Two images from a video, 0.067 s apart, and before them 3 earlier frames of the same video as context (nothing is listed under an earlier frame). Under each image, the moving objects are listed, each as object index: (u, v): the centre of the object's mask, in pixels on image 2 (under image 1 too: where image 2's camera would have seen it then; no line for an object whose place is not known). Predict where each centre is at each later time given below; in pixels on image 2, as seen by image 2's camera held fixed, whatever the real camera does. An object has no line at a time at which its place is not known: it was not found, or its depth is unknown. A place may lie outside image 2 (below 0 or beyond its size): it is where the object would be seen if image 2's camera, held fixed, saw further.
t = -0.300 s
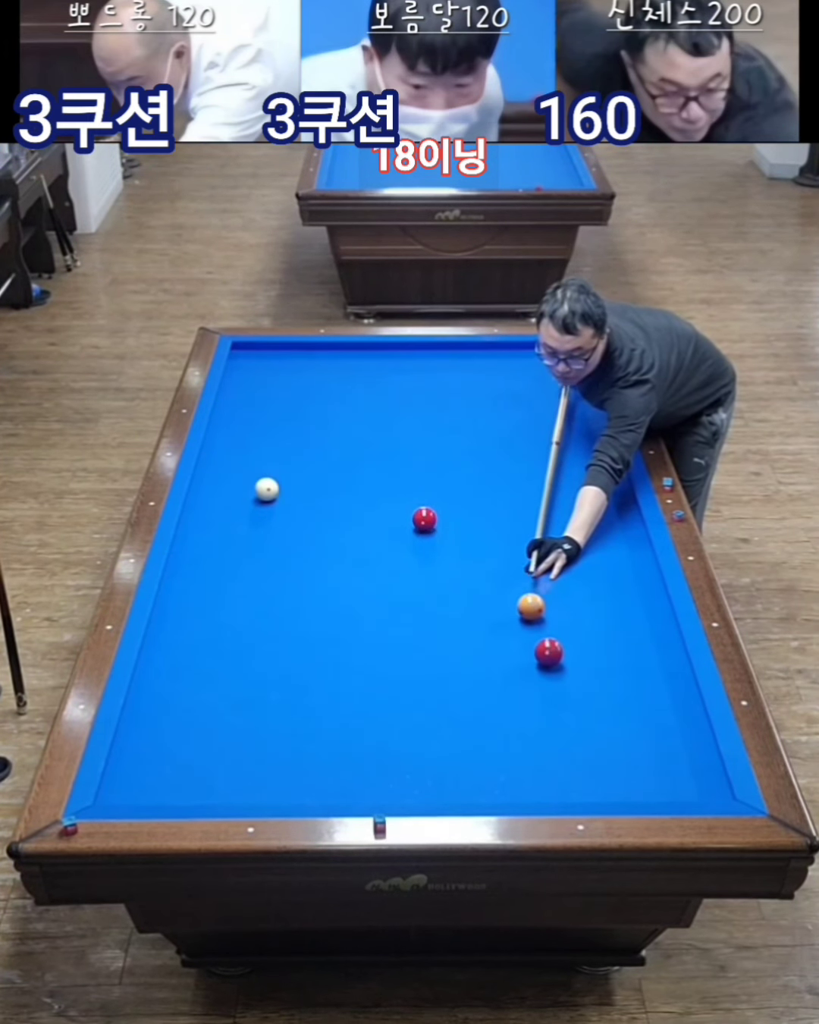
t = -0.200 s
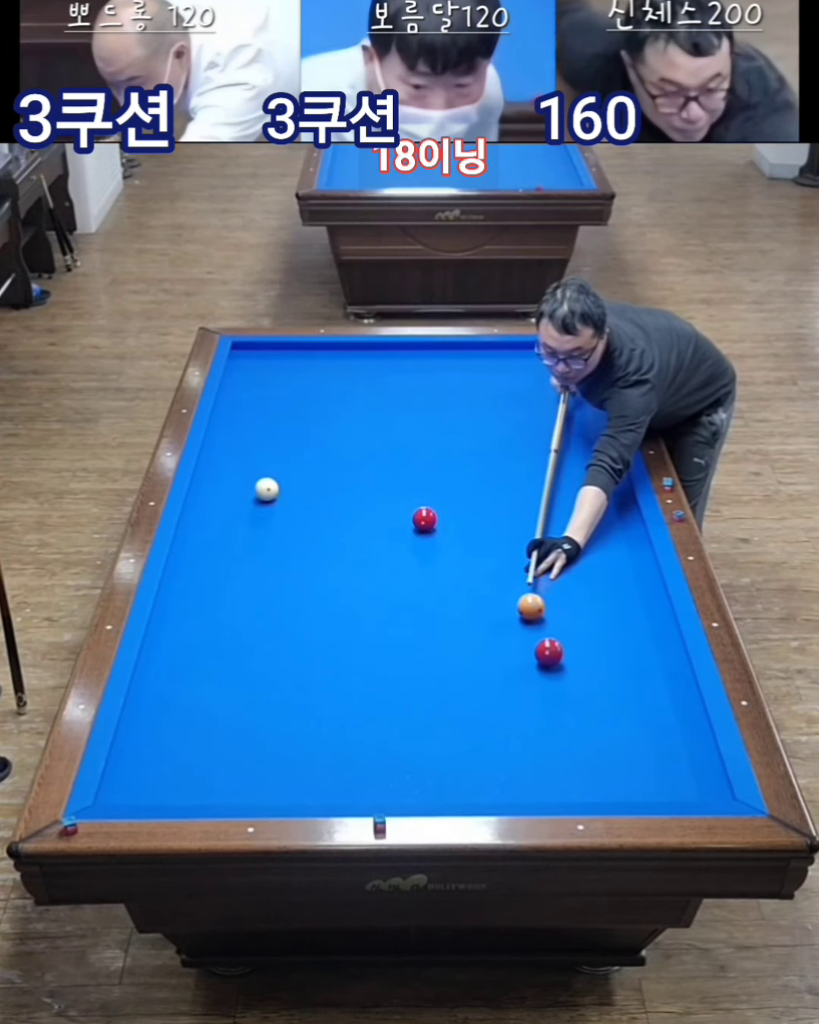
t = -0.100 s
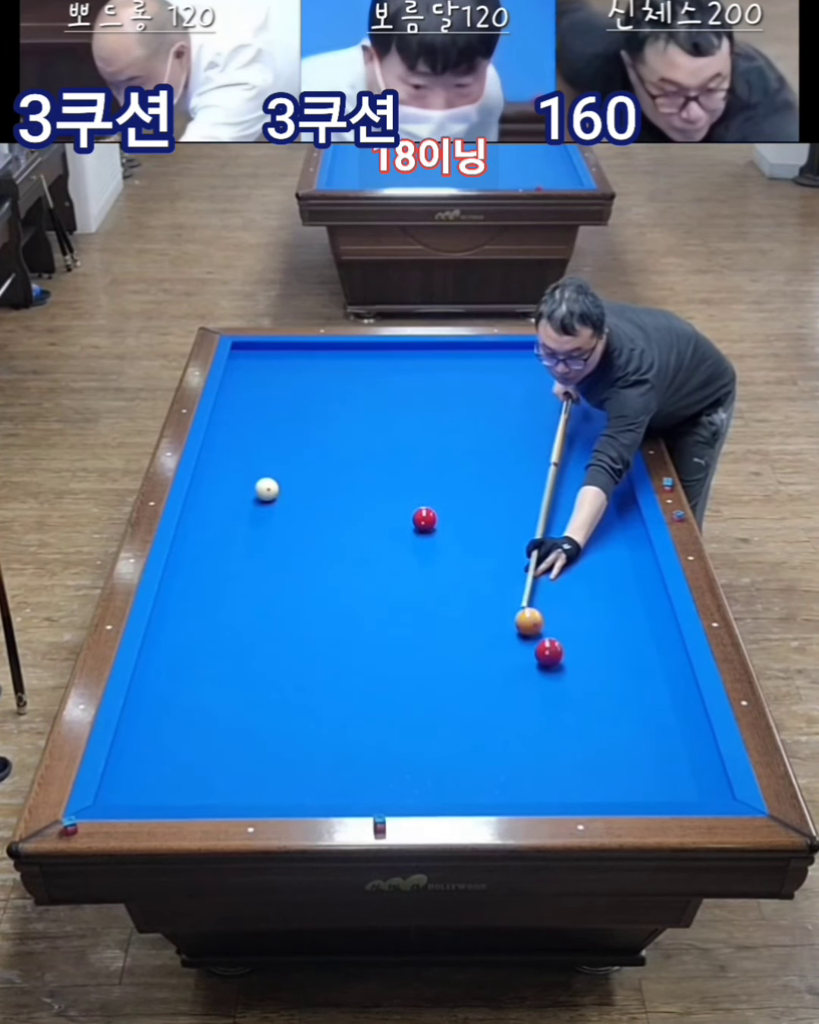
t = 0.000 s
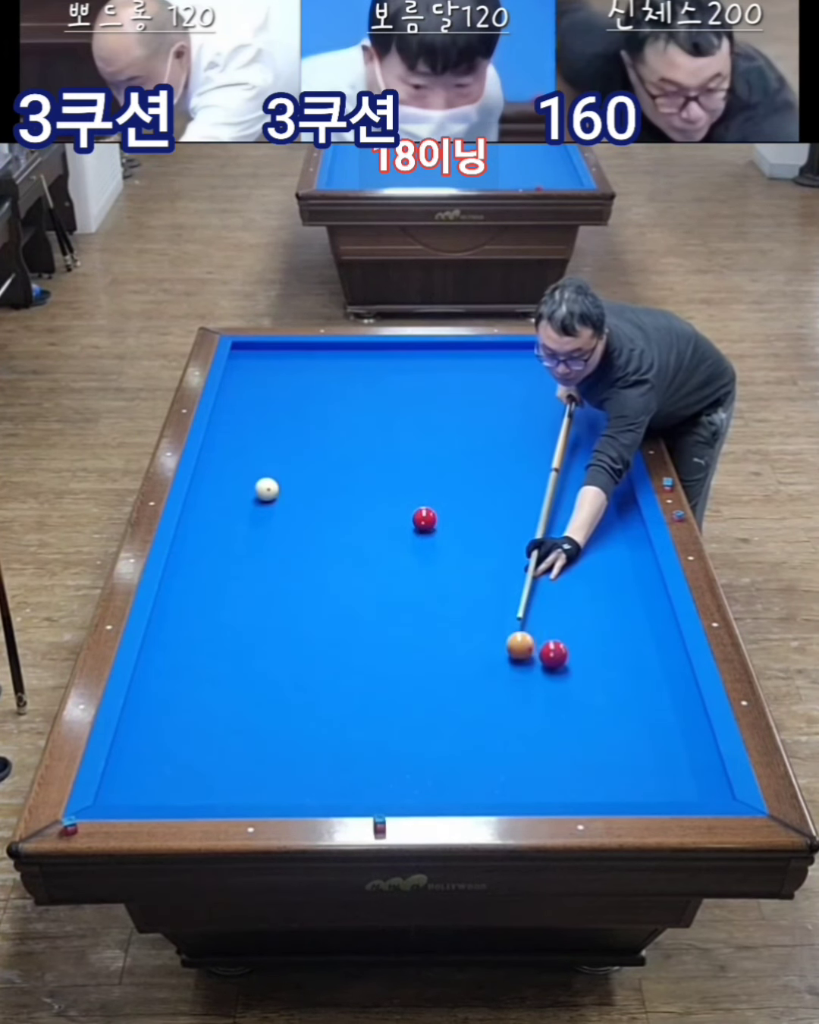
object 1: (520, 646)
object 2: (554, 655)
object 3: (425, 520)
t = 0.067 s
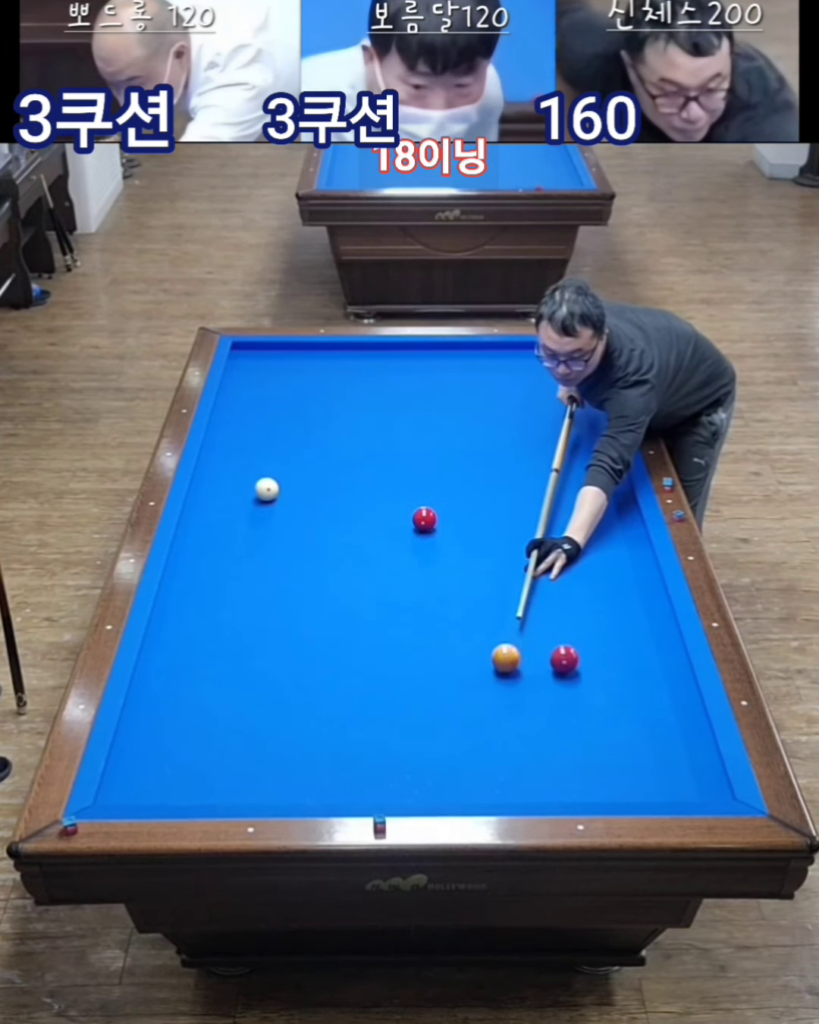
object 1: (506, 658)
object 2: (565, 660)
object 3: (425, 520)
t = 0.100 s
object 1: (499, 665)
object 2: (569, 662)
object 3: (425, 520)
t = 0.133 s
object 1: (492, 672)
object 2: (574, 664)
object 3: (425, 520)
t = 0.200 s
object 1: (478, 685)
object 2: (582, 668)
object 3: (425, 520)
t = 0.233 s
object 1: (471, 692)
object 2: (586, 670)
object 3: (425, 520)
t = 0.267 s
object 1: (463, 699)
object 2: (591, 672)
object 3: (424, 520)
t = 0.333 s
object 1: (449, 713)
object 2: (600, 676)
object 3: (424, 520)
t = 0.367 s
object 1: (441, 721)
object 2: (604, 678)
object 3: (425, 520)
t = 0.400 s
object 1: (433, 728)
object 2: (608, 680)
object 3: (425, 520)
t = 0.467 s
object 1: (417, 743)
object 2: (617, 684)
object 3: (425, 520)
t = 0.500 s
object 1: (410, 751)
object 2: (622, 686)
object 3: (425, 520)
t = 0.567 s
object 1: (393, 766)
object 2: (630, 690)
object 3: (424, 520)
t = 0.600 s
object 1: (385, 774)
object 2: (635, 692)
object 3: (425, 520)
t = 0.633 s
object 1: (376, 782)
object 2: (639, 694)
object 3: (424, 520)
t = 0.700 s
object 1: (359, 791)
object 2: (648, 698)
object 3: (424, 520)
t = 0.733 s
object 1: (350, 788)
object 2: (652, 700)
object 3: (424, 520)
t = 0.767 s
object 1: (341, 784)
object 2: (657, 703)
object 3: (424, 520)
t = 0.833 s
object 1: (324, 775)
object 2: (666, 706)
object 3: (424, 520)
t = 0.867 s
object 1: (315, 771)
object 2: (670, 708)
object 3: (424, 520)
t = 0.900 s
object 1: (307, 767)
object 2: (674, 710)
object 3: (424, 520)
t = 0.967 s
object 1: (290, 759)
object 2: (683, 714)
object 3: (425, 520)
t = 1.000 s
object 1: (282, 755)
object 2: (688, 716)
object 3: (425, 520)
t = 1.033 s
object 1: (274, 751)
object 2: (692, 718)
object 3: (424, 520)
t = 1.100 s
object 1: (258, 743)
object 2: (691, 721)
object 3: (425, 520)
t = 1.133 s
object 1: (250, 740)
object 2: (690, 722)
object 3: (425, 520)
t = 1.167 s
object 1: (242, 736)
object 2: (688, 724)
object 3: (425, 520)
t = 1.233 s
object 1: (227, 728)
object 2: (685, 727)
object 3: (425, 520)
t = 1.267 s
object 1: (219, 725)
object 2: (684, 728)
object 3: (425, 520)
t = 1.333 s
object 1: (204, 718)
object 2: (681, 730)
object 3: (425, 520)
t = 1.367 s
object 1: (197, 714)
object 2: (679, 732)
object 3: (425, 520)
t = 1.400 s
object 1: (190, 711)
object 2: (678, 733)
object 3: (425, 520)
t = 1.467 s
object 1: (175, 704)
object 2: (675, 735)
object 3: (425, 520)
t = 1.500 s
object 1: (168, 700)
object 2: (674, 737)
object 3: (425, 520)
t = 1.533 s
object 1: (161, 697)
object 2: (672, 738)
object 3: (425, 520)
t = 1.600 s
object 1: (148, 690)
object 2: (670, 741)
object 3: (425, 520)
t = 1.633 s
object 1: (146, 687)
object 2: (668, 742)
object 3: (425, 520)
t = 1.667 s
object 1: (153, 683)
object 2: (666, 743)
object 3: (425, 520)
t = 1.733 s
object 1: (163, 676)
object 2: (664, 746)
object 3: (424, 520)
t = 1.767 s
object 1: (168, 673)
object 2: (662, 747)
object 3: (424, 520)
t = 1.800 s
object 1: (173, 669)
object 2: (661, 748)
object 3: (424, 520)
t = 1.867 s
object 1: (183, 662)
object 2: (658, 750)
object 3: (424, 520)
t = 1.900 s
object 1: (188, 659)
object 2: (657, 752)
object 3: (424, 520)
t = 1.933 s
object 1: (193, 656)
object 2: (656, 753)
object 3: (424, 520)
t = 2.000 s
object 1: (203, 649)
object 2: (653, 755)
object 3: (424, 520)
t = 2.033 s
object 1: (208, 647)
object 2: (651, 756)
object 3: (424, 520)
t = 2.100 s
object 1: (217, 640)
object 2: (649, 759)
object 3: (424, 520)
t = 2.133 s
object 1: (221, 637)
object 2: (648, 760)
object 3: (424, 520)
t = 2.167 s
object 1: (226, 634)
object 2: (646, 761)
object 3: (424, 520)
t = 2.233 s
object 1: (235, 628)
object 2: (644, 763)
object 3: (424, 520)
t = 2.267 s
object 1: (240, 625)
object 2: (642, 764)
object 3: (424, 520)
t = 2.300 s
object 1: (244, 622)
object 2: (641, 765)
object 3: (424, 520)
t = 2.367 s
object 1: (253, 617)
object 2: (638, 767)
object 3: (424, 520)
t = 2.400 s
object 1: (257, 614)
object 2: (637, 768)
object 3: (424, 520)
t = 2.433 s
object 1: (261, 611)
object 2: (636, 769)
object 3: (424, 520)
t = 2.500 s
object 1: (269, 606)
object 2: (633, 771)
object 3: (424, 520)
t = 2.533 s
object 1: (273, 603)
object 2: (632, 772)
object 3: (424, 520)
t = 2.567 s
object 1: (277, 600)
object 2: (631, 773)
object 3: (424, 520)
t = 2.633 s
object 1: (285, 595)
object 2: (629, 775)
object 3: (424, 520)
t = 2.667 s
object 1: (289, 592)
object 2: (628, 776)
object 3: (424, 520)
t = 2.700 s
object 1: (293, 590)
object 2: (626, 777)
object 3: (424, 520)
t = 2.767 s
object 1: (301, 585)
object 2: (624, 779)
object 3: (424, 520)
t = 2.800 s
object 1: (304, 582)
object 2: (623, 780)
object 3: (424, 520)
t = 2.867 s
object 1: (312, 577)
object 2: (621, 781)
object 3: (424, 520)
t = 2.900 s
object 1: (316, 575)
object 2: (620, 782)
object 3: (424, 520)
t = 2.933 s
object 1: (319, 572)
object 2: (618, 783)
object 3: (424, 520)
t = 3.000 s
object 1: (326, 568)
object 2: (616, 785)
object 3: (424, 520)
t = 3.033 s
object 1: (330, 565)
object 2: (615, 785)
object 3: (424, 520)
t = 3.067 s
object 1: (333, 563)
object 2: (614, 786)
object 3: (424, 520)
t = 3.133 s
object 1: (340, 558)
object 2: (612, 787)
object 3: (424, 520)
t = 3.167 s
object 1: (344, 556)
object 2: (611, 787)
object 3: (424, 520)
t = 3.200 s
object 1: (347, 554)
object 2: (610, 788)
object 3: (424, 520)
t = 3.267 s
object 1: (353, 549)
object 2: (608, 789)
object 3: (424, 520)
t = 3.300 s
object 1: (357, 547)
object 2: (607, 789)
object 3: (424, 520)
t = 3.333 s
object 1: (360, 545)
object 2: (606, 790)
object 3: (424, 520)
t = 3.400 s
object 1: (366, 541)
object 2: (604, 790)
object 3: (424, 520)
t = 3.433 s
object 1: (369, 539)
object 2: (603, 790)
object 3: (424, 520)
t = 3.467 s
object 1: (373, 537)
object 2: (602, 790)
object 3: (424, 520)
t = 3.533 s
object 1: (379, 532)
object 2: (600, 789)
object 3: (424, 520)
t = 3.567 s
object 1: (382, 530)
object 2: (600, 789)
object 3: (424, 520)
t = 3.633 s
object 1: (388, 526)
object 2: (598, 789)
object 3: (425, 520)
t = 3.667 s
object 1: (390, 524)
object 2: (597, 788)
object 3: (425, 520)
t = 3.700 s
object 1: (393, 522)
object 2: (597, 788)
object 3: (425, 520)
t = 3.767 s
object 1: (399, 518)
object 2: (595, 788)
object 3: (425, 520)
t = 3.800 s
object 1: (401, 516)
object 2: (595, 788)
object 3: (425, 520)
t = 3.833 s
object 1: (402, 514)
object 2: (594, 788)
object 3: (426, 520)
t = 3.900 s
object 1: (405, 510)
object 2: (593, 787)
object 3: (429, 520)
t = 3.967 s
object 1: (408, 506)
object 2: (592, 787)
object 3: (431, 520)
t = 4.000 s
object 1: (409, 504)
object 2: (591, 787)
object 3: (433, 520)
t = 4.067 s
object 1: (412, 501)
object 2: (590, 787)
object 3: (435, 520)
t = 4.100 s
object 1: (413, 499)
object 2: (589, 787)
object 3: (436, 520)
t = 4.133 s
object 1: (415, 497)
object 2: (589, 787)
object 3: (437, 520)
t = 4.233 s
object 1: (419, 492)
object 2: (587, 786)
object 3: (441, 520)
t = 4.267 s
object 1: (420, 490)
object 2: (587, 786)
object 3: (442, 520)
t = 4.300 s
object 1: (421, 488)
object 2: (587, 786)
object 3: (443, 520)
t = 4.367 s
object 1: (424, 485)
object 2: (586, 786)
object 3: (445, 520)
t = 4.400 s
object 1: (425, 483)
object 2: (585, 786)
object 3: (446, 520)
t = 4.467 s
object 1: (427, 480)
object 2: (585, 785)
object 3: (448, 520)
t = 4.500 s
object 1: (428, 479)
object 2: (584, 786)
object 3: (448, 521)
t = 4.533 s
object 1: (430, 477)
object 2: (584, 786)
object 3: (449, 521)
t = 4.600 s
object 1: (432, 474)
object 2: (583, 785)
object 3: (451, 521)
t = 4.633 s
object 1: (433, 473)
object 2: (583, 785)
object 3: (452, 521)
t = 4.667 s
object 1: (434, 471)
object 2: (583, 785)
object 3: (453, 521)
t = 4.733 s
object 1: (436, 467)
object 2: (582, 785)
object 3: (455, 521)
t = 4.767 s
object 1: (437, 466)
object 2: (583, 785)
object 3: (455, 521)
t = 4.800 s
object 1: (438, 464)
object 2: (582, 785)
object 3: (456, 521)
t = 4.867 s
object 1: (441, 461)
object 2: (583, 785)
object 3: (458, 521)
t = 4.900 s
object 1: (442, 460)
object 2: (583, 785)
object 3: (459, 521)
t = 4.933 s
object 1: (443, 459)
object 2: (583, 785)
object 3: (459, 521)
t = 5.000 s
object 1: (445, 456)
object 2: (583, 785)
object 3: (461, 521)
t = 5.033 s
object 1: (446, 454)
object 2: (583, 785)
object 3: (461, 521)
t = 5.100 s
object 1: (448, 452)
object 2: (583, 785)
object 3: (462, 521)
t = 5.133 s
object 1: (449, 450)
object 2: (583, 785)
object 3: (463, 521)
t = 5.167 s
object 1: (450, 448)
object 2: (583, 785)
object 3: (464, 521)
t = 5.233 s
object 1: (452, 446)
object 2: (583, 785)
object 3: (465, 521)
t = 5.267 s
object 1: (453, 445)
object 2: (583, 785)
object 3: (465, 521)
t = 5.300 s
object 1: (454, 443)
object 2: (583, 785)
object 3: (466, 521)
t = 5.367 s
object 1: (456, 441)
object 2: (583, 785)
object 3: (467, 521)
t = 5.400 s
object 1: (457, 439)
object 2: (583, 785)
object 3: (468, 520)
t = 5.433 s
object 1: (458, 438)
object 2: (583, 785)
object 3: (468, 520)
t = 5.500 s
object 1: (460, 436)
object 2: (583, 785)
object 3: (469, 520)
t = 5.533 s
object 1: (461, 434)
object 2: (583, 785)
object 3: (469, 520)
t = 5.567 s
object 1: (462, 433)
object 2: (583, 785)
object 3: (469, 520)
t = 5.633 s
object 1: (463, 431)
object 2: (583, 785)
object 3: (470, 520)
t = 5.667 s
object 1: (464, 430)
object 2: (583, 785)
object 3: (470, 520)
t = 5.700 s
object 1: (465, 428)
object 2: (583, 785)
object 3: (470, 520)
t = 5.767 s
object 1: (467, 426)
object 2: (583, 785)
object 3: (471, 520)
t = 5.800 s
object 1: (468, 425)
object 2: (583, 785)
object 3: (471, 520)
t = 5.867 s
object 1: (469, 423)
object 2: (583, 785)
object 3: (472, 520)
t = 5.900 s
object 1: (470, 422)
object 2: (583, 785)
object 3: (472, 520)
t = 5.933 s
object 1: (471, 421)
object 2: (583, 785)
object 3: (472, 520)
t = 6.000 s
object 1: (472, 418)
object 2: (583, 785)
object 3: (472, 520)
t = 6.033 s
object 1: (473, 417)
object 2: (583, 785)
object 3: (472, 520)
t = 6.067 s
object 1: (474, 416)
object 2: (583, 785)
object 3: (473, 520)
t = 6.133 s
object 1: (476, 414)
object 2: (583, 785)
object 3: (473, 520)
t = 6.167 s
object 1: (477, 413)
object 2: (583, 785)
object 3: (473, 520)
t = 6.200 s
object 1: (477, 412)
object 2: (583, 785)
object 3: (473, 520)
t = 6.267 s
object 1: (479, 410)
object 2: (583, 785)
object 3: (473, 520)
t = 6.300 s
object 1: (480, 409)
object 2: (583, 785)
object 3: (473, 520)
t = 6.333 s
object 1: (480, 408)
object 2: (583, 785)
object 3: (473, 520)
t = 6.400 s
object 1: (482, 406)
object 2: (583, 785)
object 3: (473, 520)
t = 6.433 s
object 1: (483, 405)
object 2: (583, 785)
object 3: (473, 520)
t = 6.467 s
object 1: (483, 404)
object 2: (583, 785)
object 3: (473, 520)
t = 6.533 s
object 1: (485, 402)
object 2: (583, 785)
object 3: (473, 520)
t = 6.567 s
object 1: (486, 401)
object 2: (583, 785)
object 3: (473, 520)
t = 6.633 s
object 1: (487, 400)
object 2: (583, 785)
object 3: (473, 520)
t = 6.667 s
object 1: (487, 398)
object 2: (583, 785)
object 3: (473, 520)
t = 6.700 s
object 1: (488, 397)
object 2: (583, 785)
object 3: (473, 520)
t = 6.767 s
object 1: (490, 396)
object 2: (583, 785)
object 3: (473, 520)
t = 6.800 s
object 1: (490, 395)
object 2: (583, 785)
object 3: (473, 520)
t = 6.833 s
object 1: (491, 394)
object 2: (583, 785)
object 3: (473, 520)
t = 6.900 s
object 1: (492, 392)
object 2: (583, 785)
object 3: (473, 520)
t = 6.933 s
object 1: (493, 391)
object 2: (583, 785)
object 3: (473, 520)
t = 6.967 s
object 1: (493, 391)
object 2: (583, 785)
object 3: (473, 520)
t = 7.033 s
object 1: (495, 389)
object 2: (583, 785)
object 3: (473, 520)
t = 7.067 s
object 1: (495, 388)
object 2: (583, 785)
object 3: (473, 520)
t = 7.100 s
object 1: (496, 388)
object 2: (583, 785)
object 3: (473, 520)
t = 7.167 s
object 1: (497, 386)
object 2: (583, 785)
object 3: (473, 520)
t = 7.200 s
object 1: (498, 385)
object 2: (583, 785)
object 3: (473, 520)
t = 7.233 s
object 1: (498, 384)
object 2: (583, 785)
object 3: (473, 520)
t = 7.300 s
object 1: (499, 383)
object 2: (583, 785)
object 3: (473, 520)
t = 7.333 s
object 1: (500, 382)
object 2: (583, 785)
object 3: (473, 520)
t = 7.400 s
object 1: (501, 381)
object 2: (583, 785)
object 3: (473, 520)
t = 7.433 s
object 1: (502, 380)
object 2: (583, 785)
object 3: (473, 520)
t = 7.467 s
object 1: (502, 379)
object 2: (583, 785)
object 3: (473, 520)
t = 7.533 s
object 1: (503, 378)
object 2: (583, 785)
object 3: (473, 520)
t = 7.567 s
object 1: (504, 377)
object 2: (583, 785)
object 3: (473, 520)
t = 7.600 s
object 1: (504, 376)
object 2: (583, 785)
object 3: (473, 520)
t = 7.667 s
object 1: (505, 375)
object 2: (583, 785)
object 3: (473, 520)
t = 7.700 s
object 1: (506, 374)
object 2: (583, 785)
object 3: (473, 520)
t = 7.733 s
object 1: (506, 373)
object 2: (583, 785)
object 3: (473, 520)
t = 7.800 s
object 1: (507, 372)
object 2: (583, 785)
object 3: (473, 520)
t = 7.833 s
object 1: (507, 372)
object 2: (583, 785)
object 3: (473, 520)
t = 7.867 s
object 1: (508, 371)
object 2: (583, 785)
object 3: (473, 520)
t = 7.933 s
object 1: (509, 370)
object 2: (583, 785)
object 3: (473, 520)
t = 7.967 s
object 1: (509, 369)
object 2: (583, 785)
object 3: (473, 520)
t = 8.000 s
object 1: (509, 369)
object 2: (583, 785)
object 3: (473, 520)
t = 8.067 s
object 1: (511, 366)
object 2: (583, 785)
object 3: (473, 520)
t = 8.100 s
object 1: (513, 364)
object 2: (583, 785)
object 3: (473, 520)
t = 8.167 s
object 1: (515, 359)
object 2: (583, 785)
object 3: (473, 520)
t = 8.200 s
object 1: (517, 357)
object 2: (583, 785)
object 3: (473, 520)
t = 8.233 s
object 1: (518, 355)
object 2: (583, 785)
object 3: (473, 520)
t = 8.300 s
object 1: (520, 352)
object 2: (583, 785)
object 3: (473, 520)
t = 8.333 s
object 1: (521, 350)
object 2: (583, 785)
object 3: (473, 520)
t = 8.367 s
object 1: (522, 349)
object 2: (583, 785)
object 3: (473, 520)
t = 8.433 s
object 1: (524, 346)
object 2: (583, 785)
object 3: (473, 520)
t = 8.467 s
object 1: (525, 347)
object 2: (583, 785)
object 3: (473, 520)
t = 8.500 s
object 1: (526, 348)
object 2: (583, 785)
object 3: (473, 520)
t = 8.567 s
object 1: (527, 349)
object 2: (583, 785)
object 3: (473, 520)
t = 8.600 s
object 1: (528, 349)
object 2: (583, 785)
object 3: (473, 520)
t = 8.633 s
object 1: (529, 350)
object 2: (583, 785)
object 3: (473, 520)
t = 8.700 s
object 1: (530, 350)
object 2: (583, 785)
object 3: (473, 520)
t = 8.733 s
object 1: (530, 350)
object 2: (583, 785)
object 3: (473, 520)
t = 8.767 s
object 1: (530, 350)
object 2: (583, 785)
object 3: (473, 520)
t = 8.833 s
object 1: (530, 350)
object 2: (583, 785)
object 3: (473, 520)
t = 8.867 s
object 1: (530, 350)
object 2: (583, 785)
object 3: (473, 520)
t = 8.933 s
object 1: (530, 350)
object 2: (583, 785)
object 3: (473, 520)
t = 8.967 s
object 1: (530, 350)
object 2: (583, 785)
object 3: (473, 520)
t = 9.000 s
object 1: (530, 350)
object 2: (583, 785)
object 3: (473, 520)
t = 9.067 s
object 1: (530, 350)
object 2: (583, 785)
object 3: (473, 520)
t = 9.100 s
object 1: (530, 350)
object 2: (583, 785)
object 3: (473, 520)
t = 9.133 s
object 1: (530, 350)
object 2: (583, 785)
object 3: (473, 520)
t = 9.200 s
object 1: (530, 350)
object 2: (583, 785)
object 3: (473, 520)
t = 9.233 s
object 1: (530, 350)
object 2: (583, 785)
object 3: (473, 520)
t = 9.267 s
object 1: (530, 350)
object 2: (583, 785)
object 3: (473, 520)
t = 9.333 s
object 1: (530, 350)
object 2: (583, 785)
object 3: (473, 520)
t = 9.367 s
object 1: (530, 351)
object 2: (583, 785)
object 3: (473, 520)
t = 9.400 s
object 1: (530, 350)
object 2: (583, 785)
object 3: (473, 520)
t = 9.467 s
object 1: (530, 350)
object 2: (583, 785)
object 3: (473, 520)
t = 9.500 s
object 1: (530, 350)
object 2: (583, 785)
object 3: (473, 520)
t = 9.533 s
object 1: (530, 350)
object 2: (583, 785)
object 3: (473, 520)
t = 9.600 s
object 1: (530, 350)
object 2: (583, 785)
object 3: (473, 520)
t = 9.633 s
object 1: (530, 350)
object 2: (583, 785)
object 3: (473, 520)
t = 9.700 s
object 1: (530, 351)
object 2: (583, 785)
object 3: (473, 520)
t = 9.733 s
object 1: (530, 351)
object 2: (583, 785)
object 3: (473, 520)
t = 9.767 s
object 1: (530, 350)
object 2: (583, 785)
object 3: (473, 520)
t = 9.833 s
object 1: (530, 350)
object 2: (583, 785)
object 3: (473, 520)
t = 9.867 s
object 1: (530, 350)
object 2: (583, 785)
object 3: (473, 520)
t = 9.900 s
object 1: (530, 350)
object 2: (583, 785)
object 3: (473, 520)
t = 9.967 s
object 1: (530, 350)
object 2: (583, 785)
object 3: (473, 520)
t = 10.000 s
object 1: (530, 350)
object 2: (583, 785)
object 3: (473, 520)
